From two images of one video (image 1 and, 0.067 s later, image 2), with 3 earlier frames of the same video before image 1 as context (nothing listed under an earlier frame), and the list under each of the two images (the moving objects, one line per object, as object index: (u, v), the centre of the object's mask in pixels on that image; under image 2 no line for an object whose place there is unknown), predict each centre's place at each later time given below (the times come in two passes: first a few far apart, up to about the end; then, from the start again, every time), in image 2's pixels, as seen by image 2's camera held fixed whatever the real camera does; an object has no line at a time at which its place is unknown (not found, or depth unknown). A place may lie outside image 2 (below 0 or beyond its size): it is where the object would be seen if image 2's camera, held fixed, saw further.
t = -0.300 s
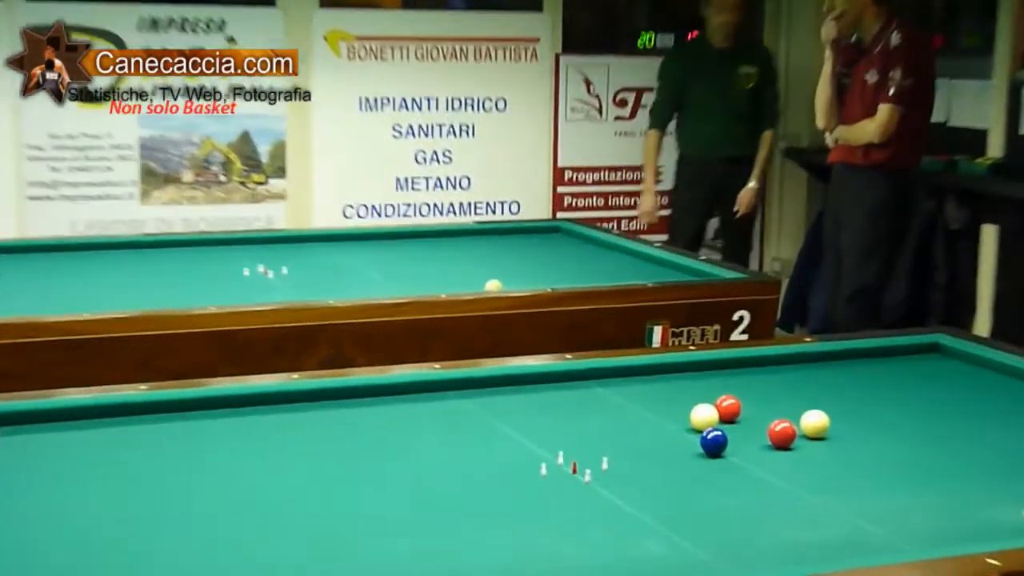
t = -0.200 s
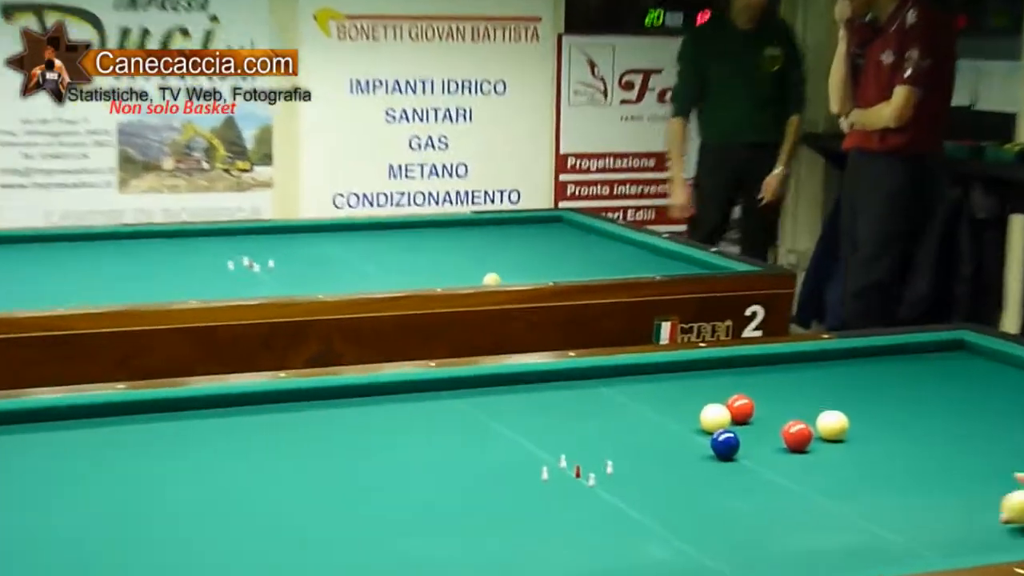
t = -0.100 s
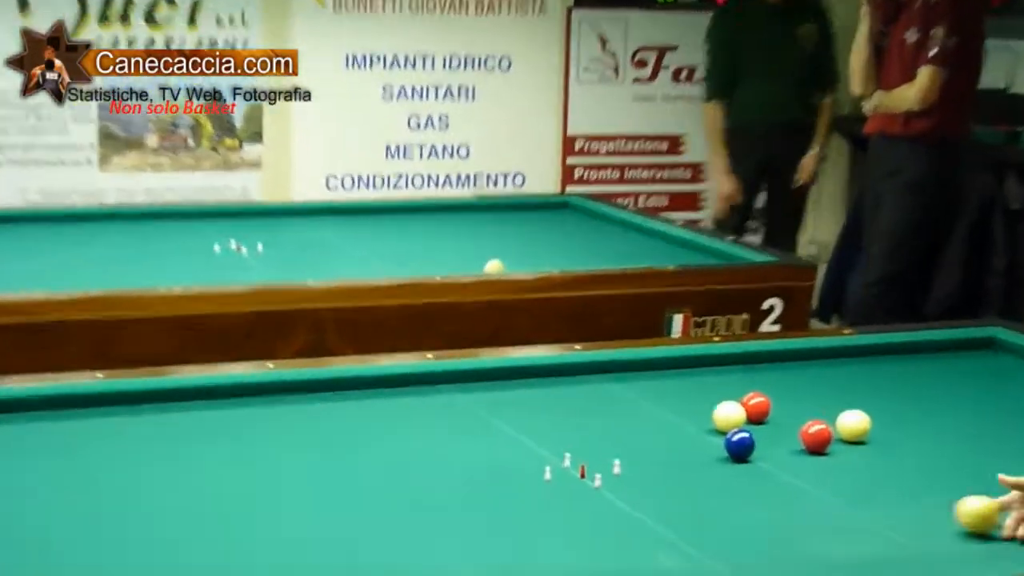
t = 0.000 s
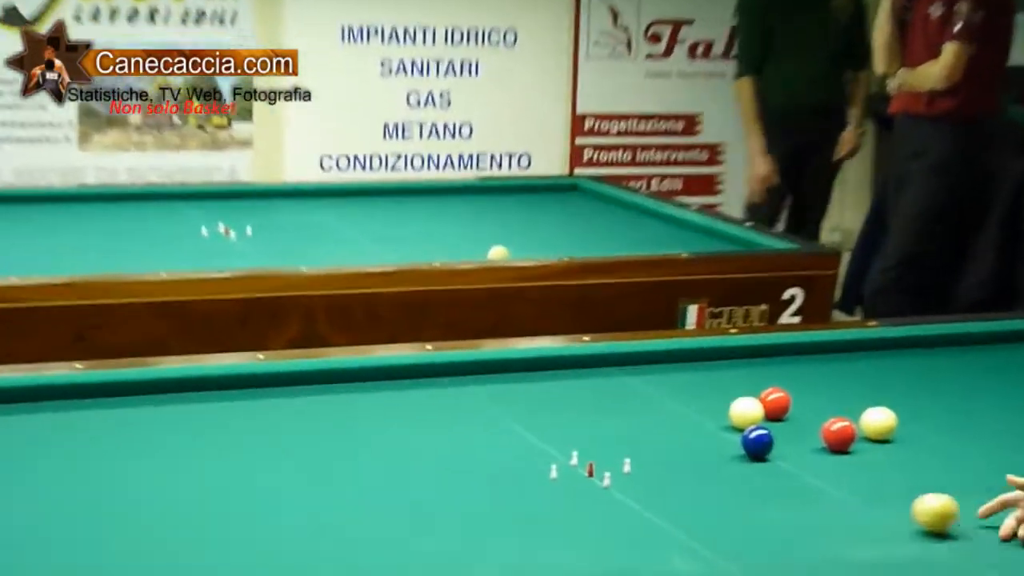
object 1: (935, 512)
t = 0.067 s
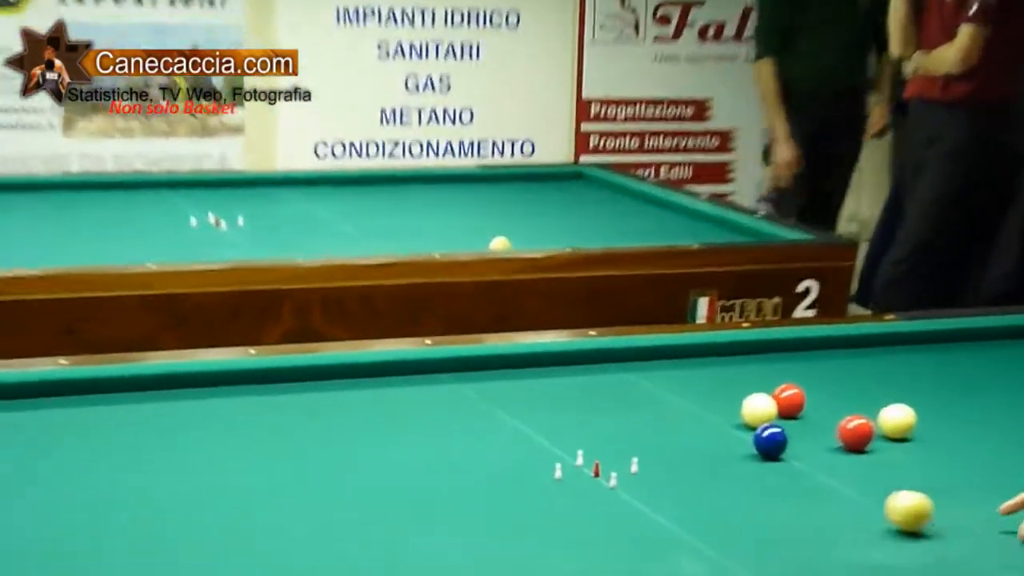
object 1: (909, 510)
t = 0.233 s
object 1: (794, 503)
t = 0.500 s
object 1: (617, 493)
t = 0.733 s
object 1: (465, 484)
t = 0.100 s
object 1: (884, 508)
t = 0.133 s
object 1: (861, 507)
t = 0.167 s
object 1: (839, 505)
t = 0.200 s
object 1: (816, 504)
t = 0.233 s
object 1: (794, 503)
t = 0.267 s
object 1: (772, 501)
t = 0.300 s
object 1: (749, 500)
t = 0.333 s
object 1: (727, 498)
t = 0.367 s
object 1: (705, 497)
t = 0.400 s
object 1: (683, 496)
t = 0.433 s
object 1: (661, 495)
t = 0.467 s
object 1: (639, 494)
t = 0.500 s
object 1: (617, 493)
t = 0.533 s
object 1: (595, 491)
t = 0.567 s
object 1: (573, 490)
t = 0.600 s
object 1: (551, 489)
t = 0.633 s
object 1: (530, 487)
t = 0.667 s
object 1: (508, 487)
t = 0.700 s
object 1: (487, 485)
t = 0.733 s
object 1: (465, 484)
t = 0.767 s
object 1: (445, 483)
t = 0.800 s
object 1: (423, 481)
